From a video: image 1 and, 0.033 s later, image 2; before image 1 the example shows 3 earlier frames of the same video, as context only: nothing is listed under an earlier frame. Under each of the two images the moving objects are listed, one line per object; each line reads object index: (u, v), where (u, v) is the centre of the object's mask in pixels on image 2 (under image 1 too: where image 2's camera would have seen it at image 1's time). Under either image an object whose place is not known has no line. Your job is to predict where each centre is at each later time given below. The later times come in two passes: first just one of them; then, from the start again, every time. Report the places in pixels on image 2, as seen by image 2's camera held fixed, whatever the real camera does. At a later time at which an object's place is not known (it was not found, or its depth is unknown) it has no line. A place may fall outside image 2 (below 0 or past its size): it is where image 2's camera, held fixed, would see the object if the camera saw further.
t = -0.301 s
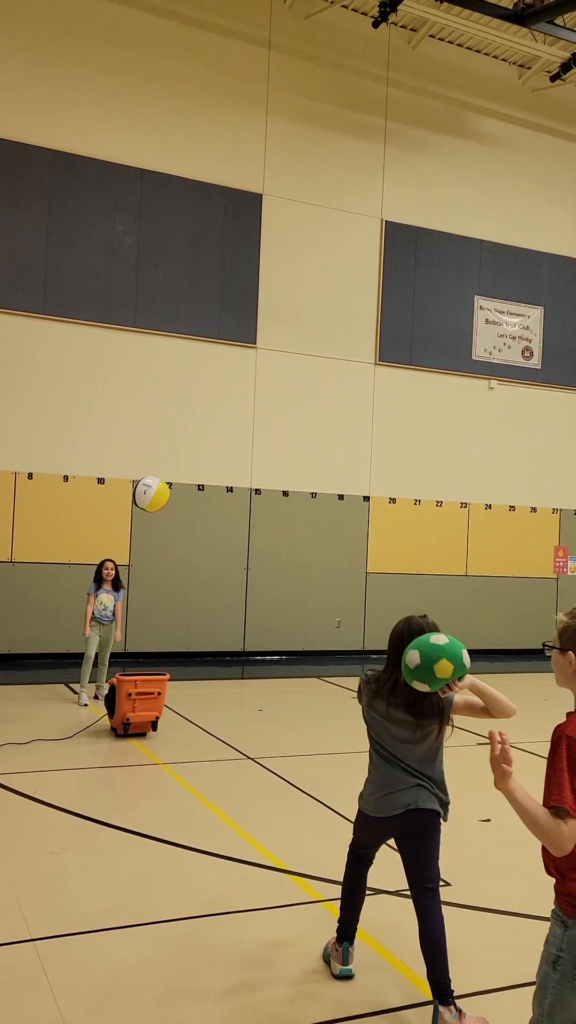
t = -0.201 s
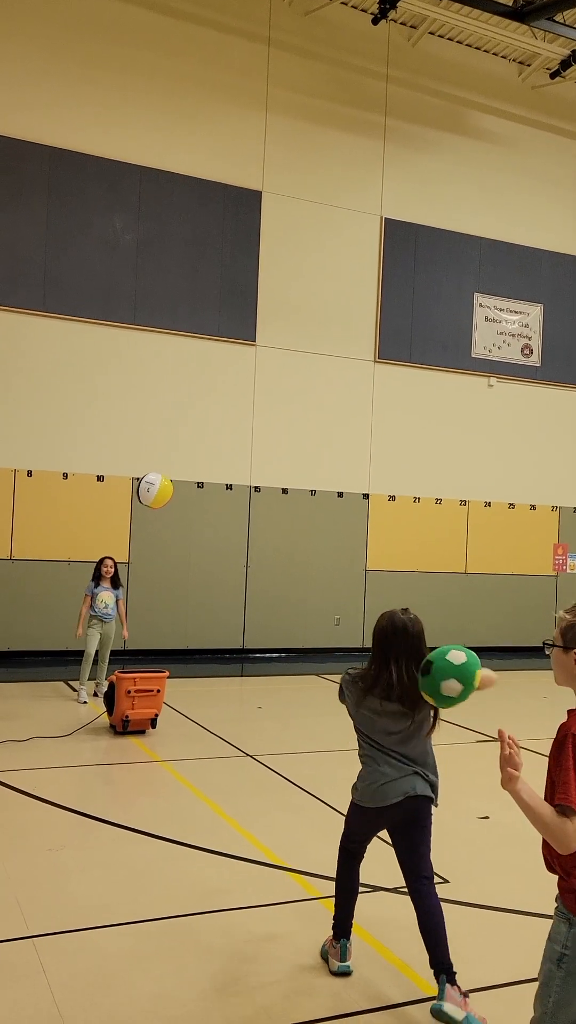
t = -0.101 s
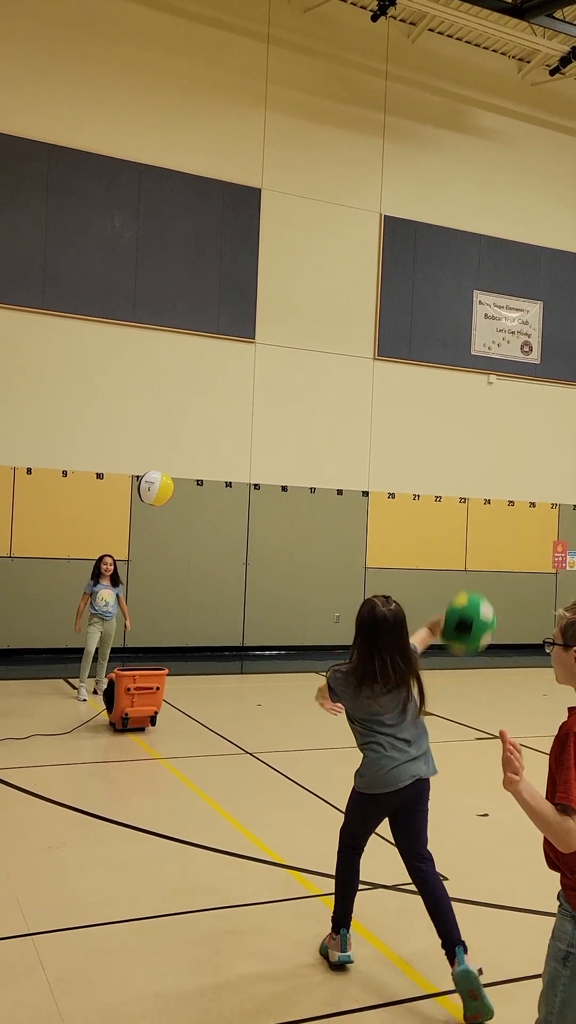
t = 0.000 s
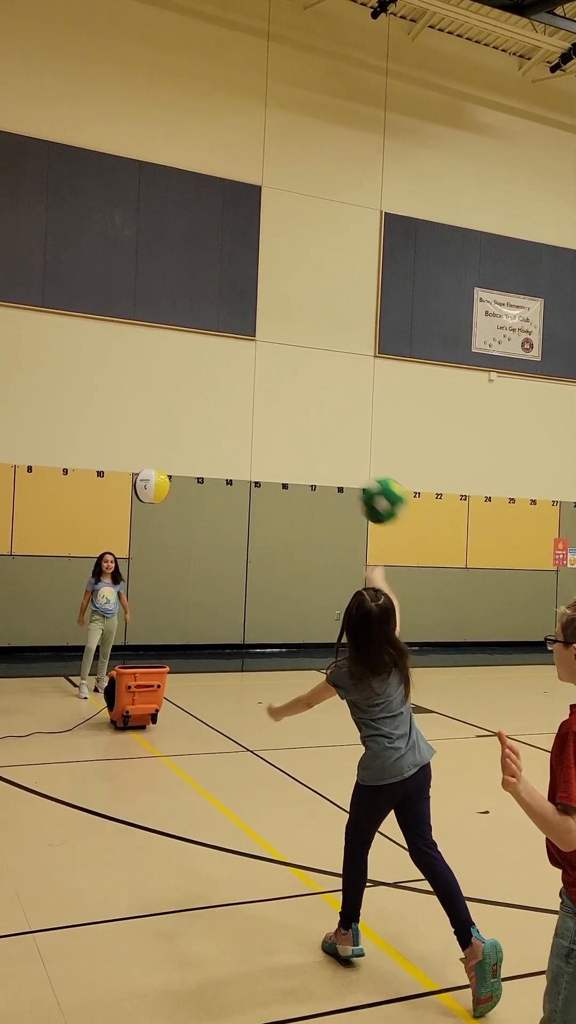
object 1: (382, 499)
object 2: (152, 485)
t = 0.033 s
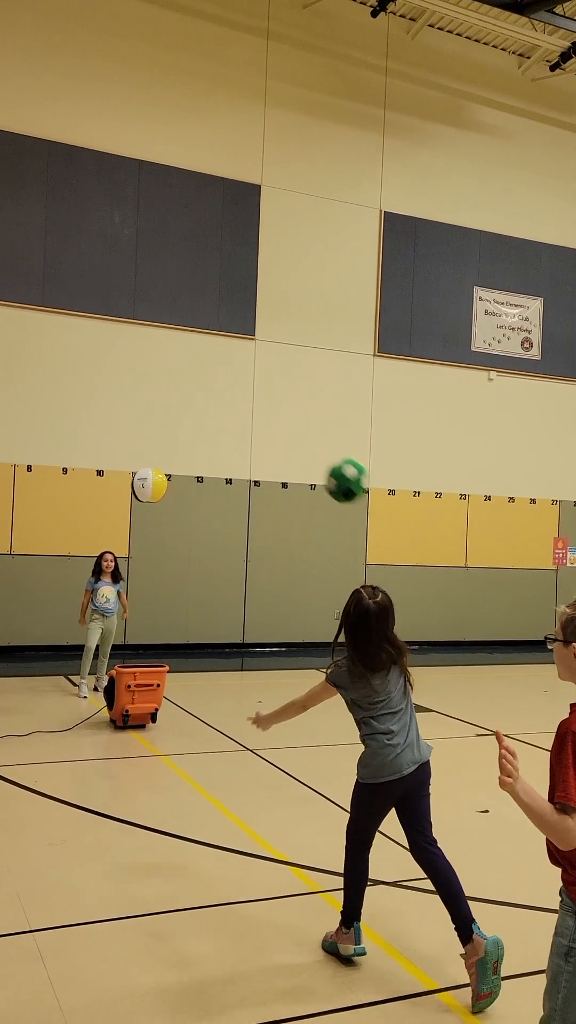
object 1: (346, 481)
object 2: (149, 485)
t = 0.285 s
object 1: (179, 453)
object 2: (147, 488)
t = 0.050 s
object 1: (330, 473)
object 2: (149, 485)
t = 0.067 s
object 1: (315, 467)
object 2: (148, 485)
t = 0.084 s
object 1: (301, 461)
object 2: (148, 485)
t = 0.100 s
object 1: (287, 457)
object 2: (147, 486)
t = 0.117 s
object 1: (275, 454)
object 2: (147, 486)
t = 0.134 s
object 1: (263, 451)
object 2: (147, 486)
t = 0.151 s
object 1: (252, 449)
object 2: (147, 487)
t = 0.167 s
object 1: (241, 447)
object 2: (147, 487)
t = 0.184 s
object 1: (231, 447)
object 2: (147, 487)
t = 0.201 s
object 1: (221, 447)
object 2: (147, 487)
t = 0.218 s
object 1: (212, 447)
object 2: (147, 487)
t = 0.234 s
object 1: (204, 448)
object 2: (147, 488)
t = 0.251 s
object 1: (195, 449)
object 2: (147, 488)
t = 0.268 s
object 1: (188, 451)
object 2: (147, 488)
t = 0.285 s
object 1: (179, 453)
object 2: (147, 488)
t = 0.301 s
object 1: (172, 455)
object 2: (147, 489)
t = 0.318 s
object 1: (165, 458)
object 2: (147, 490)
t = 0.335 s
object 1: (159, 461)
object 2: (147, 490)
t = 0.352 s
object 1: (153, 464)
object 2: (147, 492)
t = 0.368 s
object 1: (146, 467)
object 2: (147, 494)
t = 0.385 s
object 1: (140, 469)
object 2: (145, 498)
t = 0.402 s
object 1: (136, 471)
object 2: (143, 504)
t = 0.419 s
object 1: (131, 473)
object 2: (142, 510)
